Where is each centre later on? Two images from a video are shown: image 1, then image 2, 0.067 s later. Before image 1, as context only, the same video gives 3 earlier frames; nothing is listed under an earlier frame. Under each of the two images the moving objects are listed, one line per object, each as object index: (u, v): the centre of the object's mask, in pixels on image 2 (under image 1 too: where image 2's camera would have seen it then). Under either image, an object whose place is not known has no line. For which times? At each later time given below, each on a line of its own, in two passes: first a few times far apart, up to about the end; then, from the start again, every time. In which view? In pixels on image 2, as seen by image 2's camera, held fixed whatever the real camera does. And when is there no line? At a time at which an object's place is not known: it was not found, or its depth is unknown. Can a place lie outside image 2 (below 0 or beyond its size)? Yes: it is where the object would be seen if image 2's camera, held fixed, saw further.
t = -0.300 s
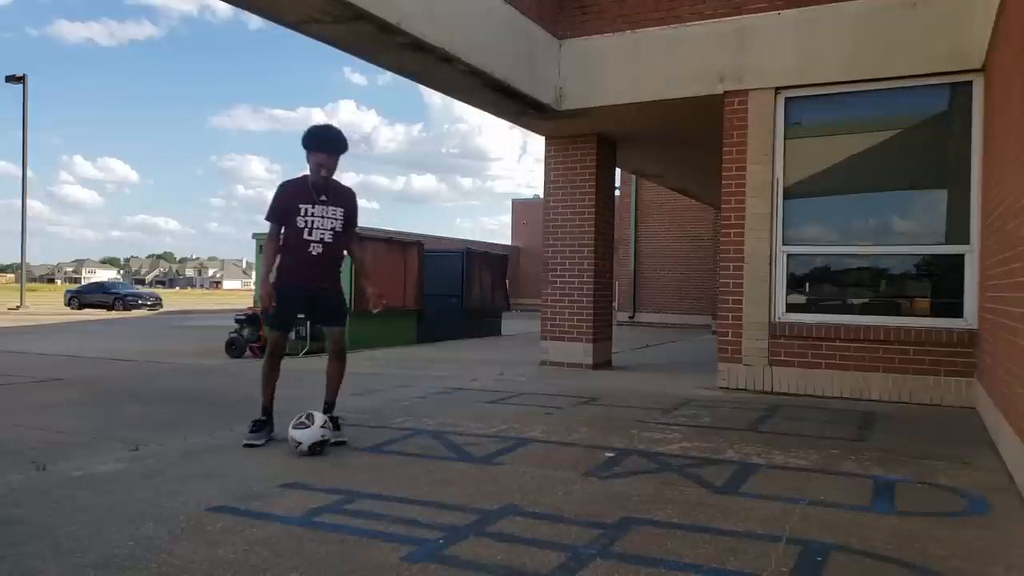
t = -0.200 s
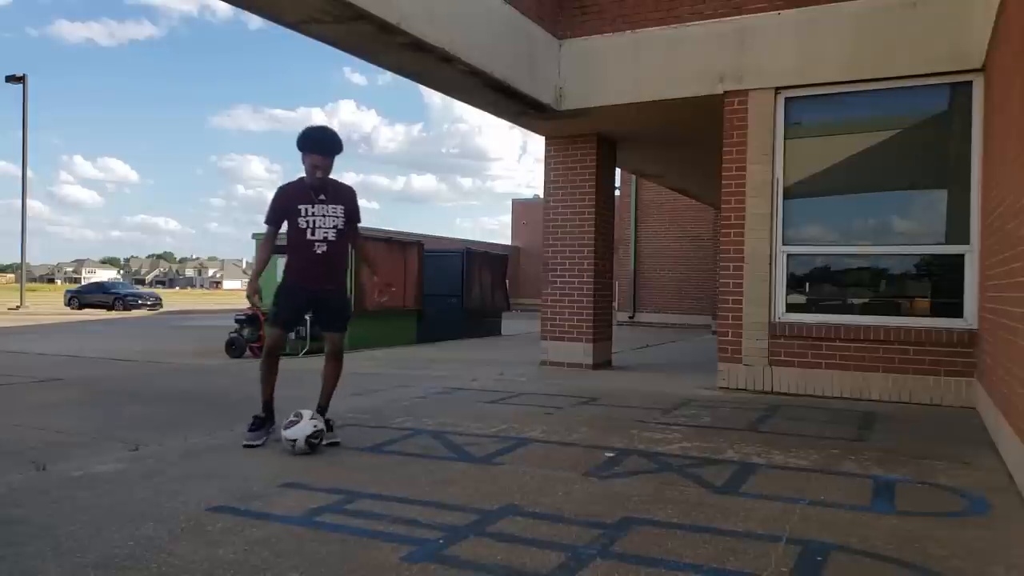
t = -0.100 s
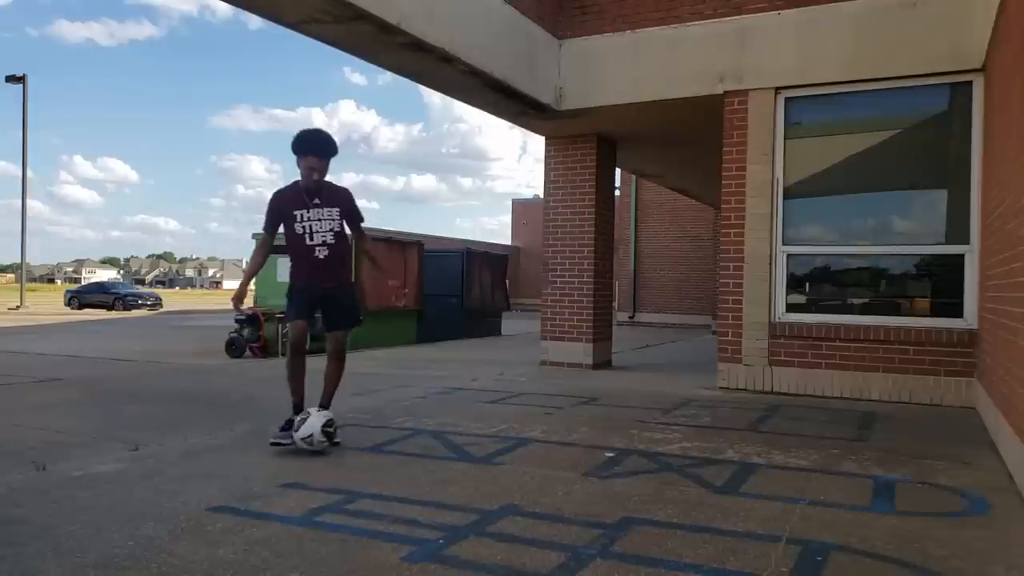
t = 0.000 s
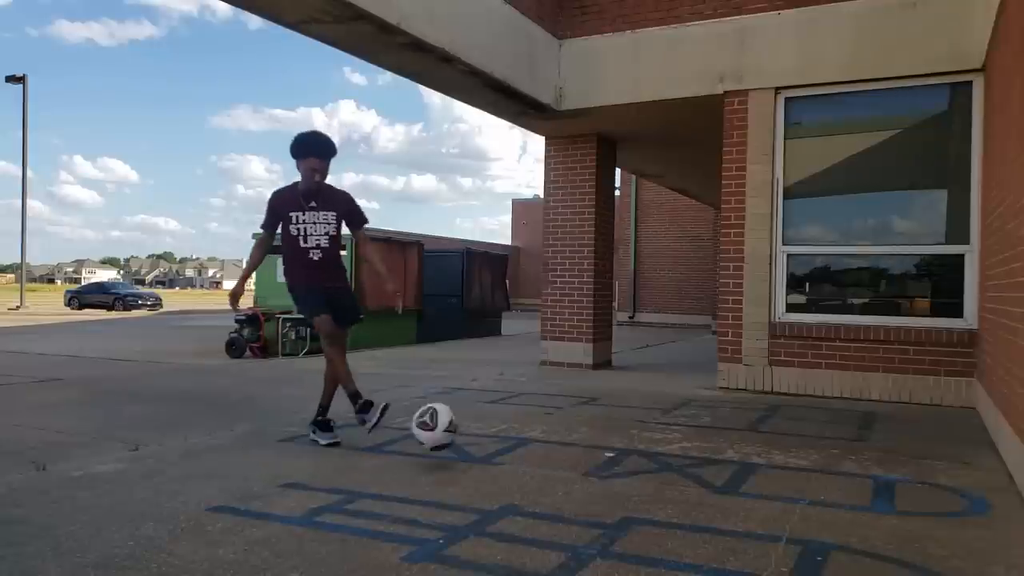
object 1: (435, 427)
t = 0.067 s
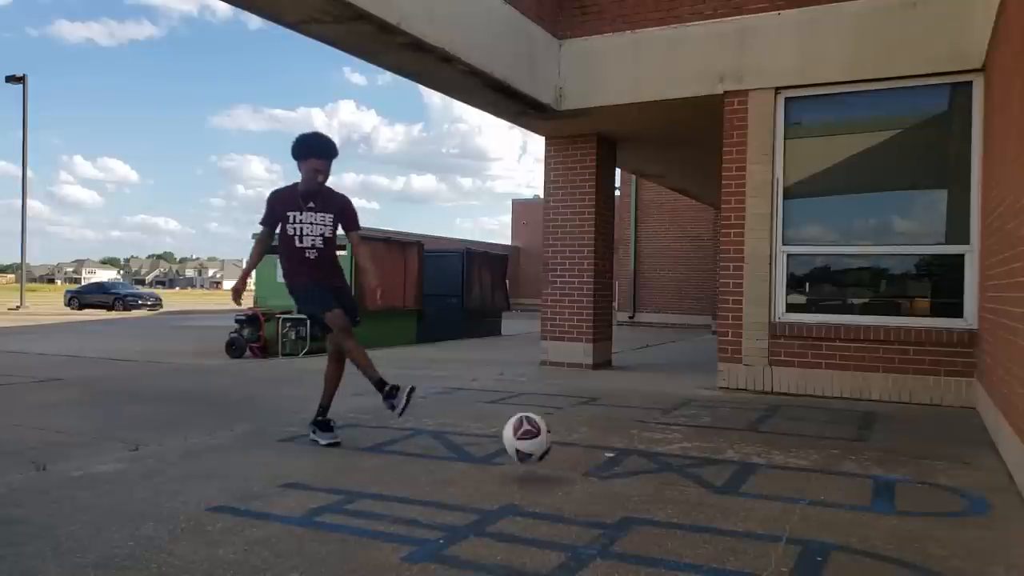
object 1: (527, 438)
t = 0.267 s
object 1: (837, 475)
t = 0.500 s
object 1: (838, 491)
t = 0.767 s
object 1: (610, 473)
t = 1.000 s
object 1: (473, 459)
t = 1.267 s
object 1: (336, 451)
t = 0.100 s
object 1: (577, 449)
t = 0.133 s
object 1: (631, 463)
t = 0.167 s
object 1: (688, 478)
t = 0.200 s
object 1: (735, 474)
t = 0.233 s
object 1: (786, 474)
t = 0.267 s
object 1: (837, 475)
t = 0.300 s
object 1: (894, 481)
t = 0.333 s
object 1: (953, 491)
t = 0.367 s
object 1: (1004, 502)
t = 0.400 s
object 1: (977, 497)
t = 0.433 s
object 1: (929, 491)
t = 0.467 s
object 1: (883, 489)
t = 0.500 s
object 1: (838, 491)
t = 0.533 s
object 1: (796, 494)
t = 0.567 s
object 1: (765, 487)
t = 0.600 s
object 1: (737, 479)
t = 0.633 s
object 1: (710, 475)
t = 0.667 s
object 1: (683, 474)
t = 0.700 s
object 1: (657, 476)
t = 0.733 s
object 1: (631, 479)
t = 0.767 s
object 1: (610, 473)
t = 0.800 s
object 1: (589, 469)
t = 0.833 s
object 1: (570, 466)
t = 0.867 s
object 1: (549, 468)
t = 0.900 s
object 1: (531, 469)
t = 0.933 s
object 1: (511, 464)
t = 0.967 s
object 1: (492, 460)
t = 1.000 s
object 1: (473, 459)
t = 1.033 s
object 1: (454, 460)
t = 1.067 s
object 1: (436, 460)
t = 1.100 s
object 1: (419, 455)
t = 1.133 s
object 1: (402, 452)
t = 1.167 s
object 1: (386, 452)
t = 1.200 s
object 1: (369, 455)
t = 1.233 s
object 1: (354, 453)
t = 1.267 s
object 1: (336, 451)
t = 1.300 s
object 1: (320, 451)
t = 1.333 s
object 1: (304, 453)
